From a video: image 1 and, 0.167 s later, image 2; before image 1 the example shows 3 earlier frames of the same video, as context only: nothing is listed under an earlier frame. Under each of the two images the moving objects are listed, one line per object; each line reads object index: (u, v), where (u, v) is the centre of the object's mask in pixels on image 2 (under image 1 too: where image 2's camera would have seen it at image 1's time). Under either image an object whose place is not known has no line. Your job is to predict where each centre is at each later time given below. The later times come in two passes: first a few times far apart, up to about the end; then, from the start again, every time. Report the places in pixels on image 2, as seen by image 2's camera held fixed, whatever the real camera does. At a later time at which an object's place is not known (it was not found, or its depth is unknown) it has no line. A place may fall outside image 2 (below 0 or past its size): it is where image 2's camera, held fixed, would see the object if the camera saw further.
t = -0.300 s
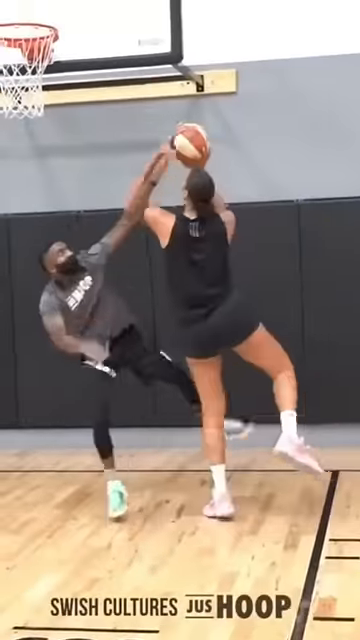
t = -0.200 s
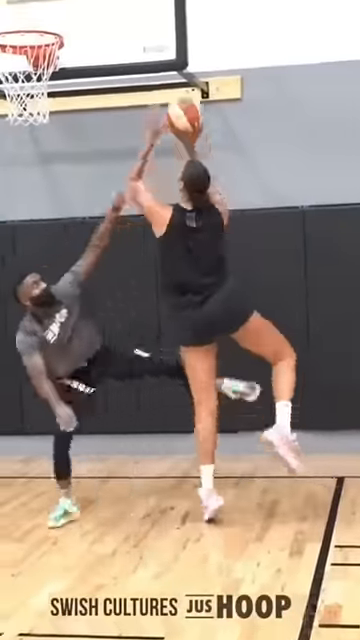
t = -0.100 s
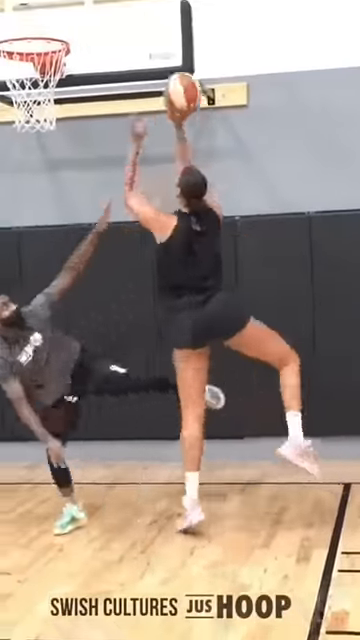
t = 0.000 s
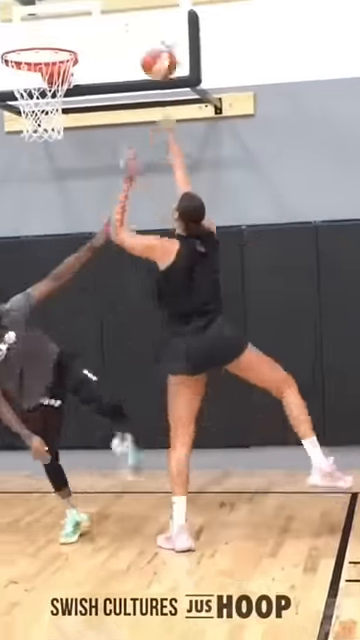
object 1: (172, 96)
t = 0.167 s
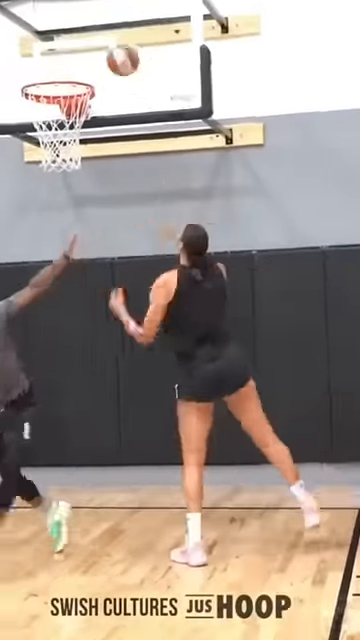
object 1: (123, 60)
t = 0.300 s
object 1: (93, 62)
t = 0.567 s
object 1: (39, 133)
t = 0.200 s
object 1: (114, 59)
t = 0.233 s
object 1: (106, 57)
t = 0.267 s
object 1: (99, 59)
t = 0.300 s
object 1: (93, 62)
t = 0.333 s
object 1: (85, 65)
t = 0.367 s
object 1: (77, 71)
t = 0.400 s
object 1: (72, 77)
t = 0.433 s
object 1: (64, 91)
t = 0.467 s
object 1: (57, 99)
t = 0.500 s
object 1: (51, 112)
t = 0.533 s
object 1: (45, 127)
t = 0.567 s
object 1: (39, 133)
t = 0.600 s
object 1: (39, 138)
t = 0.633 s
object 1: (40, 150)
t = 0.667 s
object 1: (38, 157)
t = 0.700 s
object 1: (38, 166)
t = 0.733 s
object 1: (36, 178)
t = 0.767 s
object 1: (37, 194)
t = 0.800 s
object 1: (38, 209)
